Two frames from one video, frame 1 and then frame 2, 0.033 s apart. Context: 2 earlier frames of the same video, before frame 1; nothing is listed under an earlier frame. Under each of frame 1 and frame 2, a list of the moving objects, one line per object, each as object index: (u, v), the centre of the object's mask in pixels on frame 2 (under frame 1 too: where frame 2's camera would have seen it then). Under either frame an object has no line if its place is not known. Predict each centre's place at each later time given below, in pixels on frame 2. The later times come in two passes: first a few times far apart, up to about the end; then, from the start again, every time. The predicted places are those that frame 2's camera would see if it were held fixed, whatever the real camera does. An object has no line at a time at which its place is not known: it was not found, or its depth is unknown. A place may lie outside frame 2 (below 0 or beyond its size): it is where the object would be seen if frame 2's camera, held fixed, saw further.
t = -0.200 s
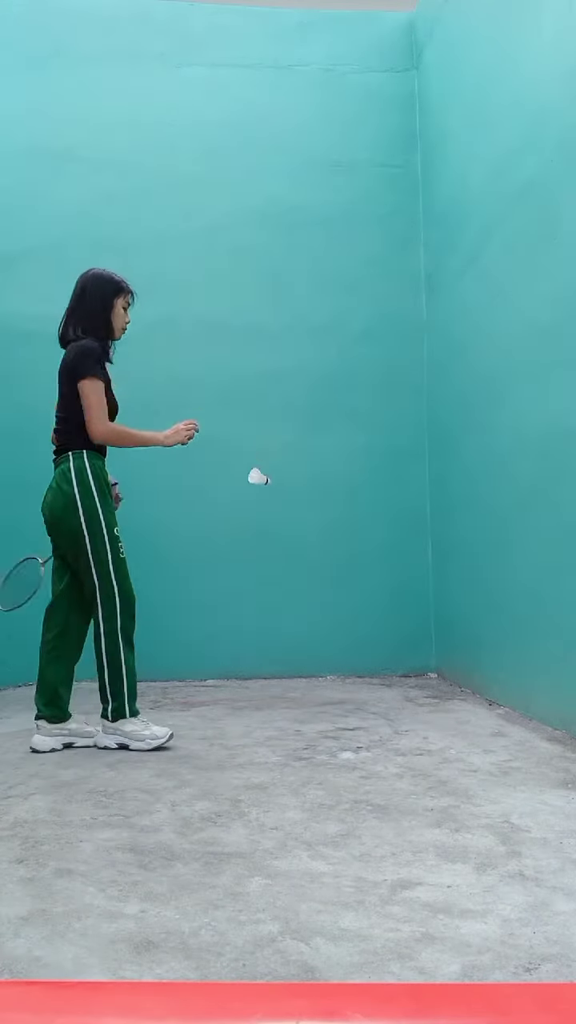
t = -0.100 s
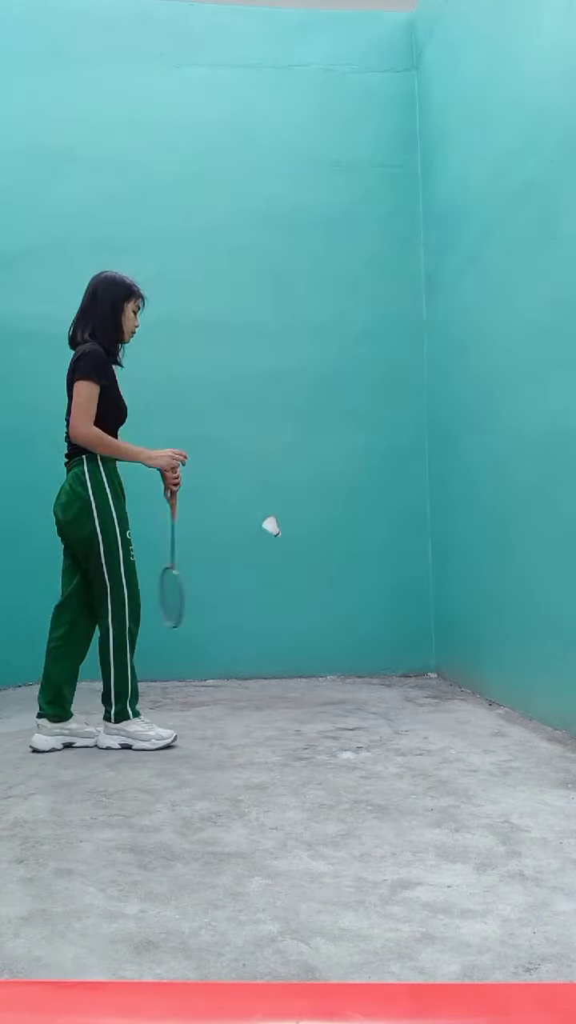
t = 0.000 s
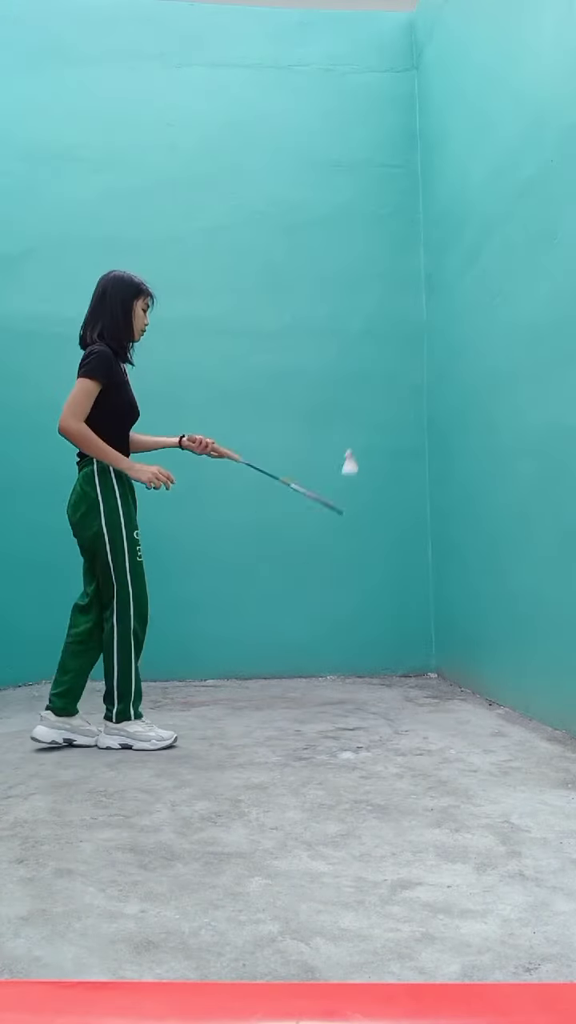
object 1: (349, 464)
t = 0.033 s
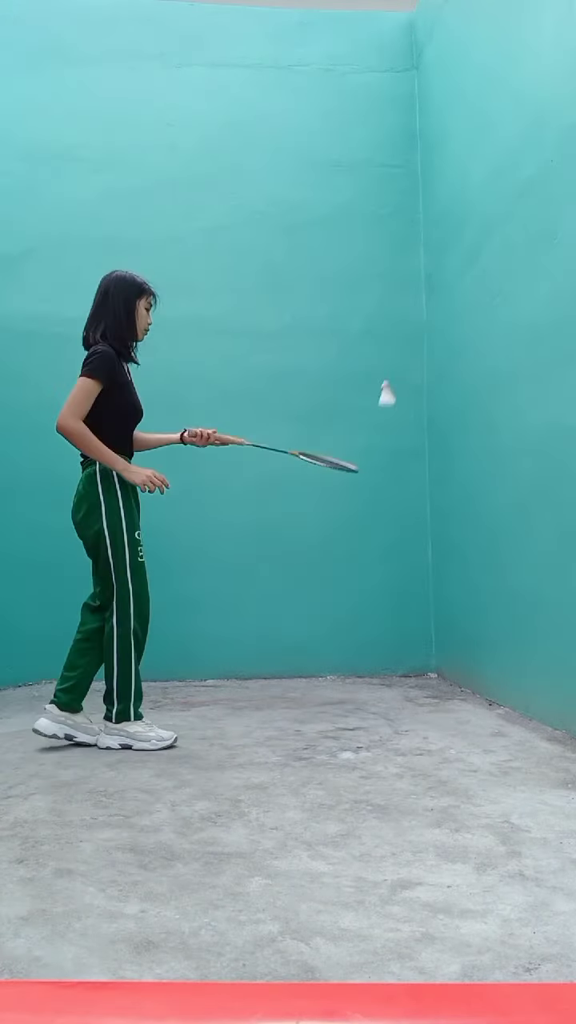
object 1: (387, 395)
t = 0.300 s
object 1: (485, 108)
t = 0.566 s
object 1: (420, 131)
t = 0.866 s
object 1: (378, 346)
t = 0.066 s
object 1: (414, 333)
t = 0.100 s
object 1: (443, 277)
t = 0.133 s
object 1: (472, 230)
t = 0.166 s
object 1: (502, 189)
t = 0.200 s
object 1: (517, 159)
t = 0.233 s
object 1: (510, 139)
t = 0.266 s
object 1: (500, 120)
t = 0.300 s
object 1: (485, 108)
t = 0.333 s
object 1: (471, 103)
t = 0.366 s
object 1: (461, 102)
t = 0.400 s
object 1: (452, 104)
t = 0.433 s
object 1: (445, 108)
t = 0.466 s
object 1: (438, 112)
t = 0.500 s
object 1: (432, 118)
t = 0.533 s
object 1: (427, 125)
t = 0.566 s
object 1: (420, 131)
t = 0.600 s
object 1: (409, 143)
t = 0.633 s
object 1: (399, 162)
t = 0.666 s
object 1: (392, 182)
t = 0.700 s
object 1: (388, 205)
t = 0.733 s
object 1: (385, 229)
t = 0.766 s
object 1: (384, 255)
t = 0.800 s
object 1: (383, 283)
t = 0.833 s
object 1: (381, 314)
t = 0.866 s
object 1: (378, 346)
